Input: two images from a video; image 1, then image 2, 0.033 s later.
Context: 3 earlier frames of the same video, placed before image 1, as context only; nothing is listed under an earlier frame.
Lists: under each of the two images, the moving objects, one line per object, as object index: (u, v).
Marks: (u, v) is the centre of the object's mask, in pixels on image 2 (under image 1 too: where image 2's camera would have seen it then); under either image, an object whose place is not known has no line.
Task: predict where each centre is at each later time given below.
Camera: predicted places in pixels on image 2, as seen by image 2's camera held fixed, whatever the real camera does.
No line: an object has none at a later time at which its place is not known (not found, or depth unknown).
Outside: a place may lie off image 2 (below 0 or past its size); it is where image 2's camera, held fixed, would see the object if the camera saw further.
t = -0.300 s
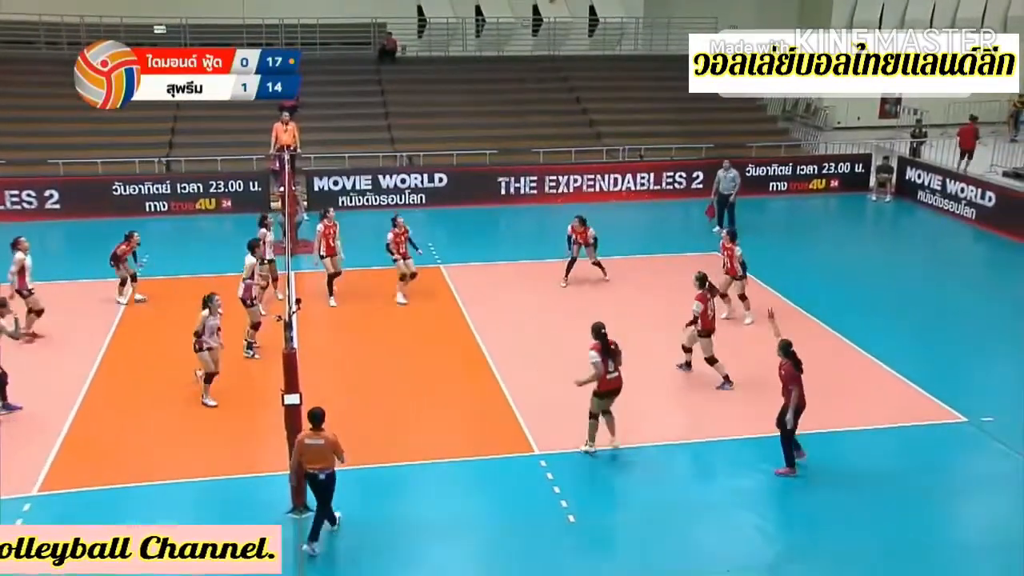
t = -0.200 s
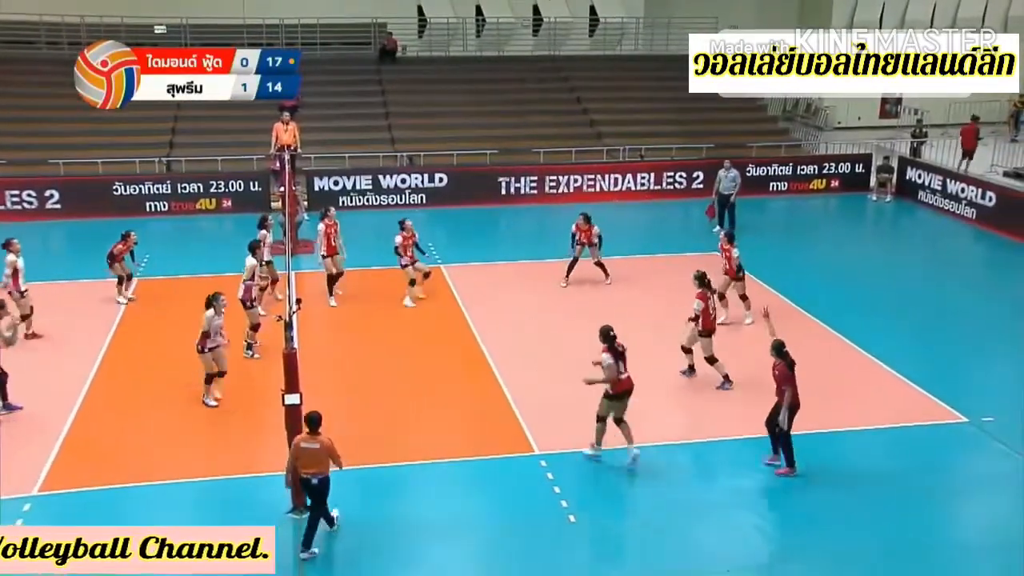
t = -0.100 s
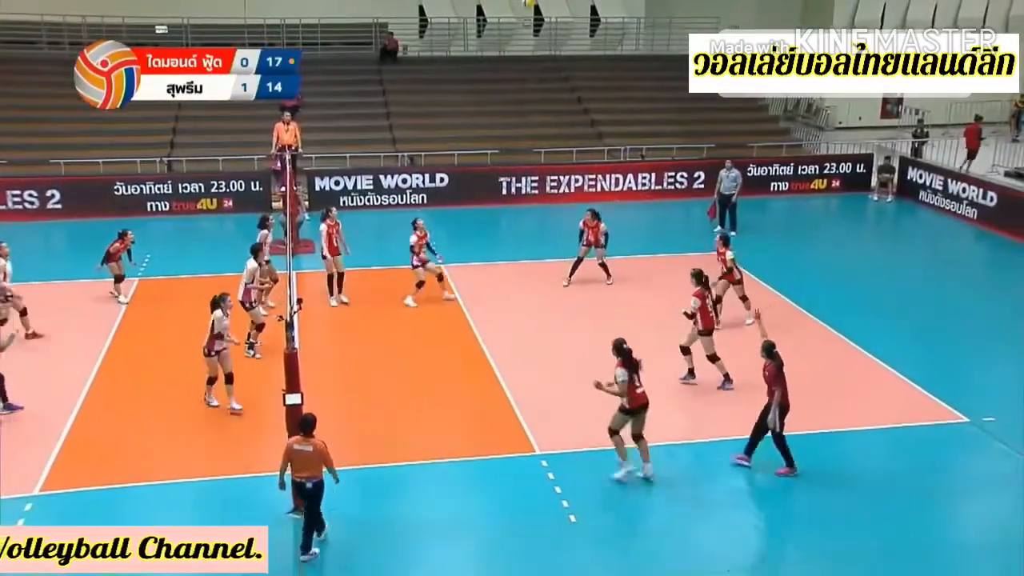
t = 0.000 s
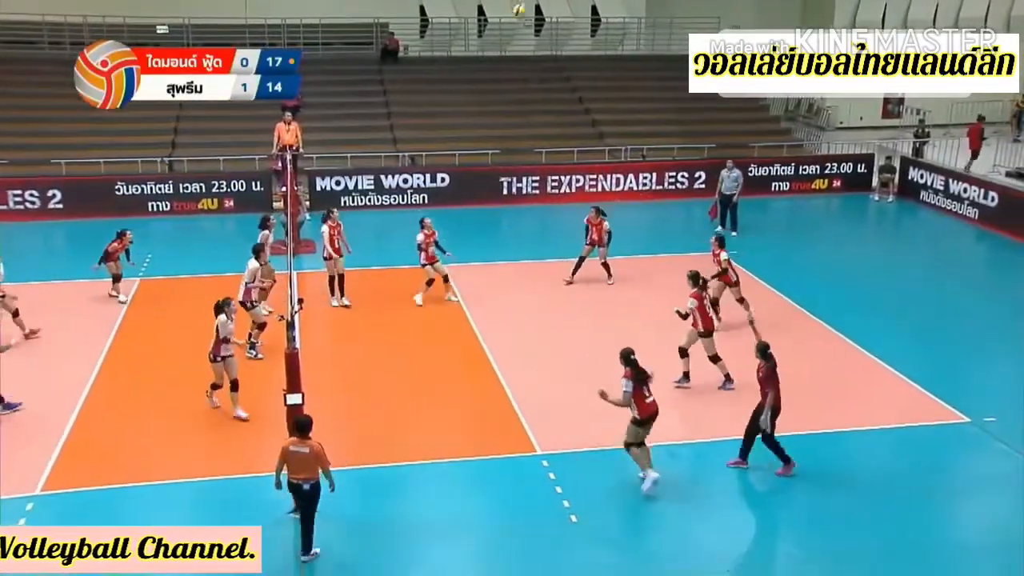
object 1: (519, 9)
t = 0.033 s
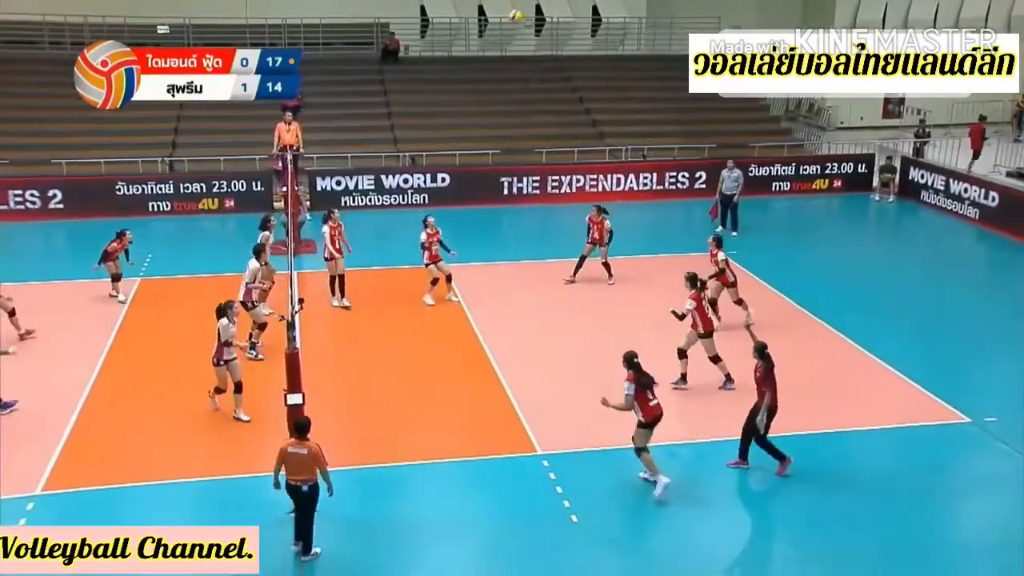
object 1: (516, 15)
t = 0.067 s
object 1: (512, 21)
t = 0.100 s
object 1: (508, 30)
